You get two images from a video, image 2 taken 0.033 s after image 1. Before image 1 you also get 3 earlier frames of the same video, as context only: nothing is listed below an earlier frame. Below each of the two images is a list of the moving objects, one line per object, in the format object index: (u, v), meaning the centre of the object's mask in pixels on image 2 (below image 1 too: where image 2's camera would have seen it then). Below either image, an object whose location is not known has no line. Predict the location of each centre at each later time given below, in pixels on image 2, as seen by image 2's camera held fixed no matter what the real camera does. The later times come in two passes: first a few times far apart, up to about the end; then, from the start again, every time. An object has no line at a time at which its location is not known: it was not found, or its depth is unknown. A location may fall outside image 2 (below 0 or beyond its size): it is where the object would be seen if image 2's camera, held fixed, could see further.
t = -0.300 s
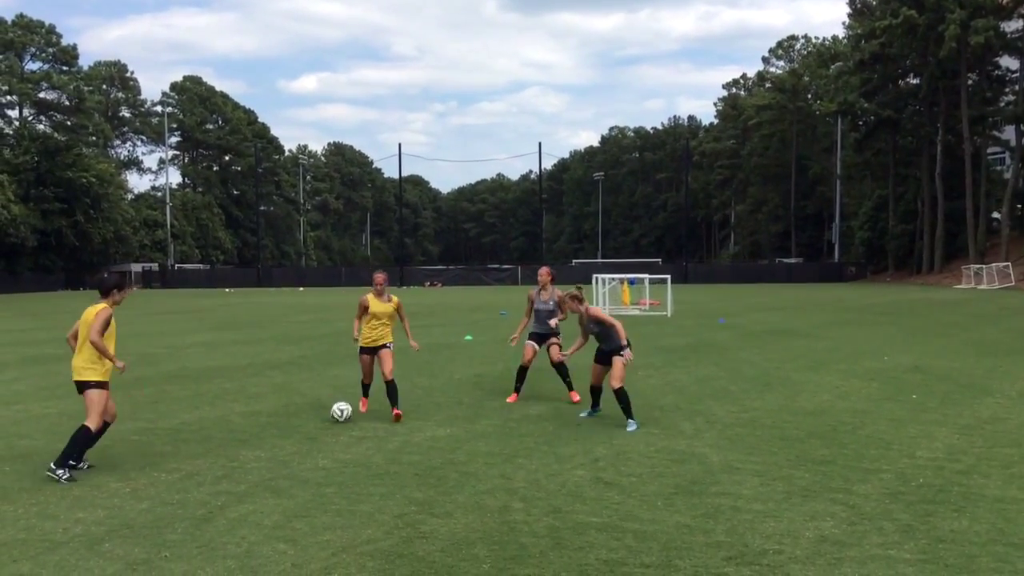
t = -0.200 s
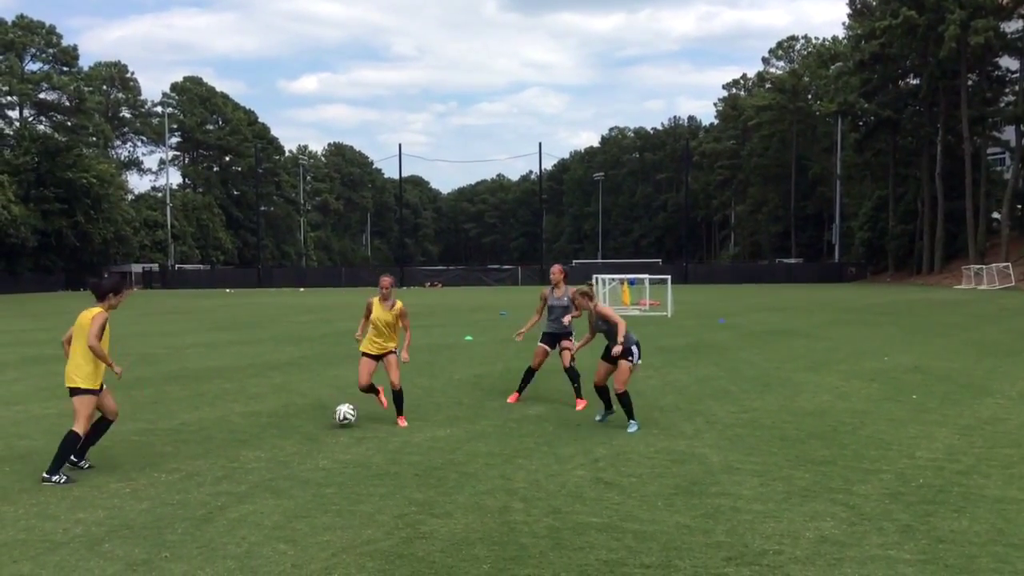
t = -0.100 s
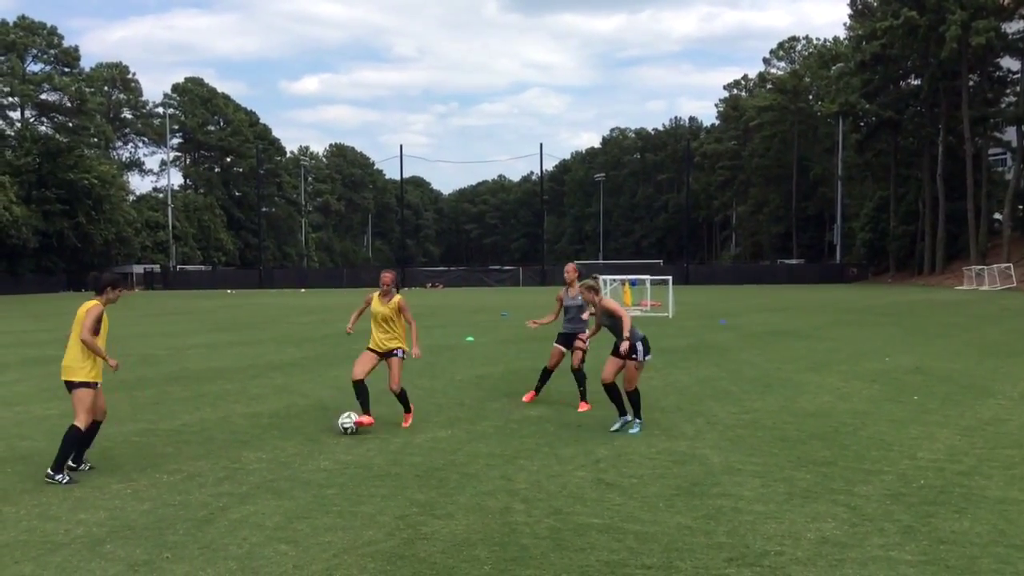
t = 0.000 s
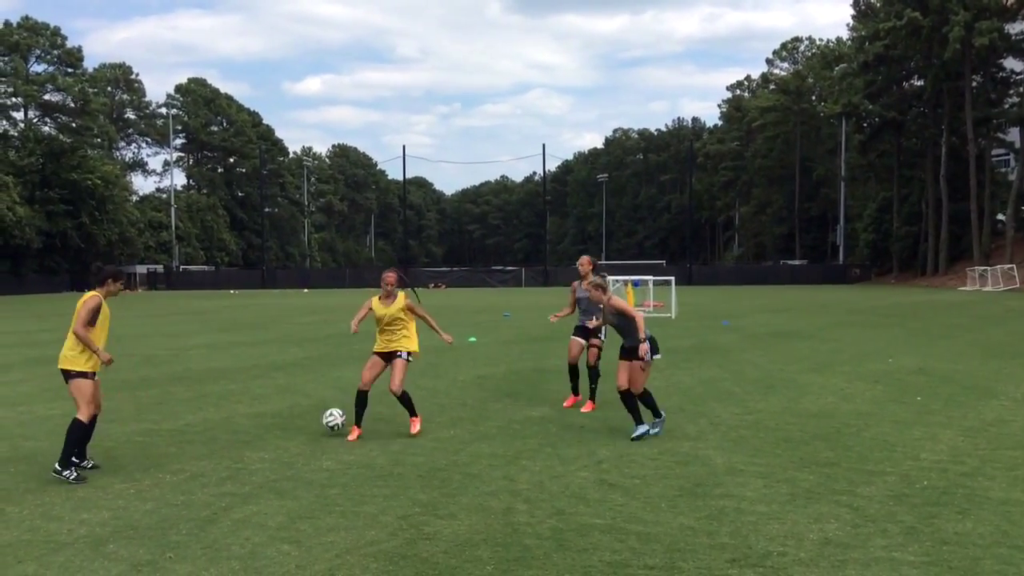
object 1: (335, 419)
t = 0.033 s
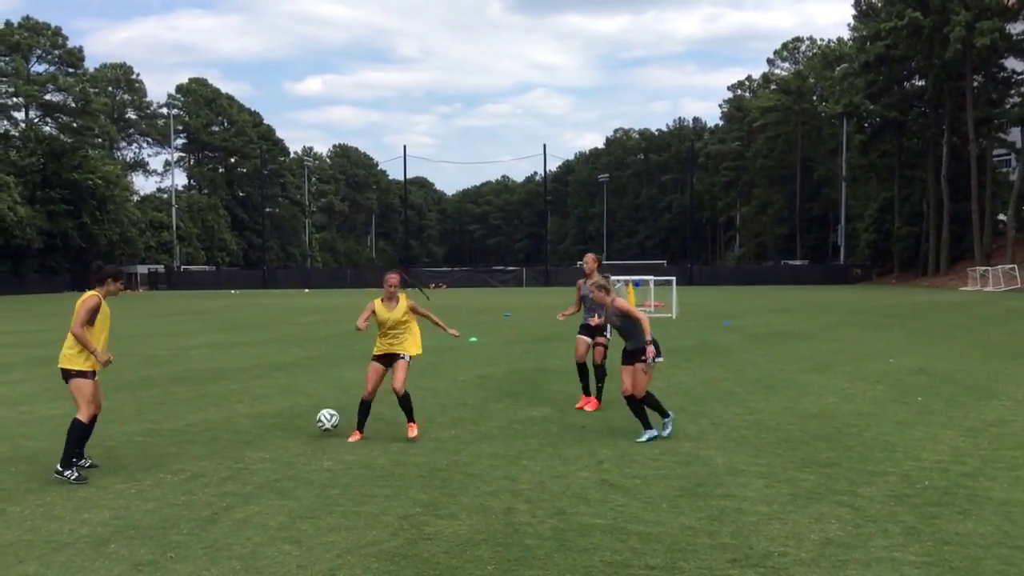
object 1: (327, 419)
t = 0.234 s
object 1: (288, 427)
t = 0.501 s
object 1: (245, 432)
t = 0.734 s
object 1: (211, 434)
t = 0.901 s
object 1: (189, 436)
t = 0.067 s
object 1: (320, 421)
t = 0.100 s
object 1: (312, 425)
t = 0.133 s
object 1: (305, 427)
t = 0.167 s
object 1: (300, 426)
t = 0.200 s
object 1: (294, 426)
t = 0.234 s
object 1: (288, 427)
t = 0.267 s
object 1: (283, 428)
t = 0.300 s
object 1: (278, 429)
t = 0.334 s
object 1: (272, 429)
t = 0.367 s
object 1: (267, 429)
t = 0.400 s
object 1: (261, 430)
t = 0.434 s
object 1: (256, 431)
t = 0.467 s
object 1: (250, 431)
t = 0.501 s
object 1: (245, 432)
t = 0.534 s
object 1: (240, 432)
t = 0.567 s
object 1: (235, 433)
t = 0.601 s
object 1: (230, 433)
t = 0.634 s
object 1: (225, 433)
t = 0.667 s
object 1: (220, 434)
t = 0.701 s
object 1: (215, 434)
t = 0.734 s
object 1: (211, 434)
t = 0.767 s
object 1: (207, 435)
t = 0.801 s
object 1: (202, 436)
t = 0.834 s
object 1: (197, 436)
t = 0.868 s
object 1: (193, 436)
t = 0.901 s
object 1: (189, 436)
